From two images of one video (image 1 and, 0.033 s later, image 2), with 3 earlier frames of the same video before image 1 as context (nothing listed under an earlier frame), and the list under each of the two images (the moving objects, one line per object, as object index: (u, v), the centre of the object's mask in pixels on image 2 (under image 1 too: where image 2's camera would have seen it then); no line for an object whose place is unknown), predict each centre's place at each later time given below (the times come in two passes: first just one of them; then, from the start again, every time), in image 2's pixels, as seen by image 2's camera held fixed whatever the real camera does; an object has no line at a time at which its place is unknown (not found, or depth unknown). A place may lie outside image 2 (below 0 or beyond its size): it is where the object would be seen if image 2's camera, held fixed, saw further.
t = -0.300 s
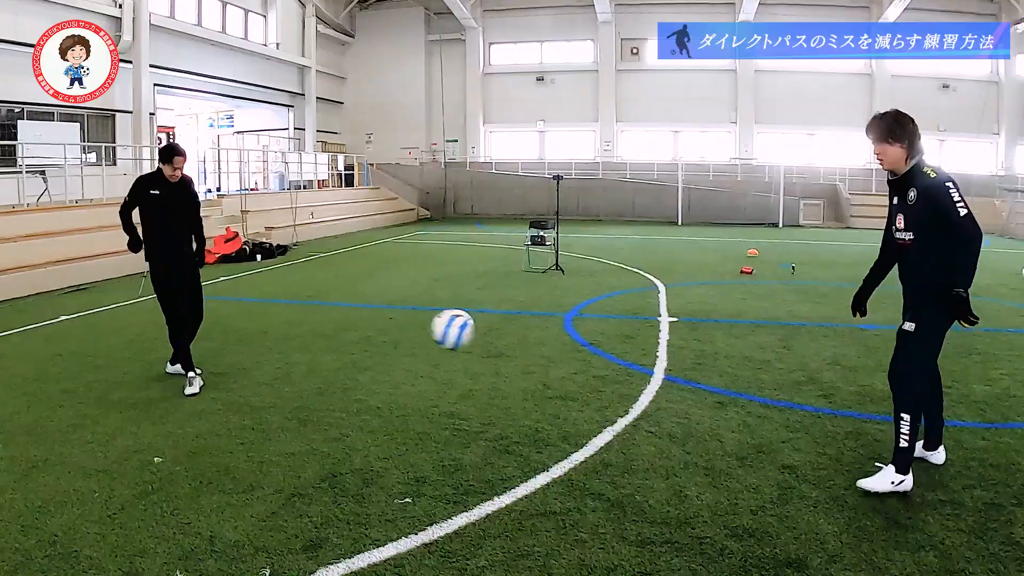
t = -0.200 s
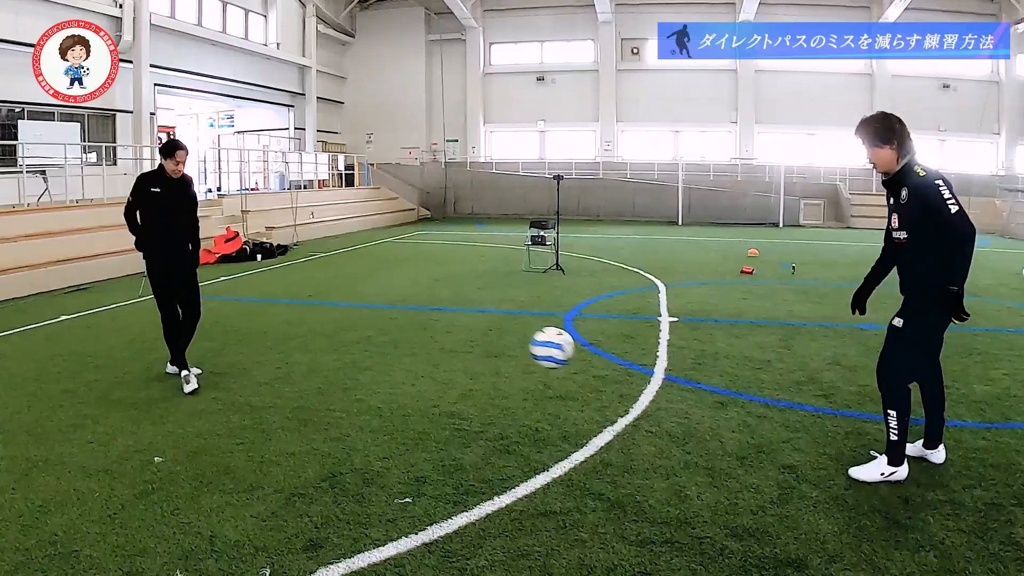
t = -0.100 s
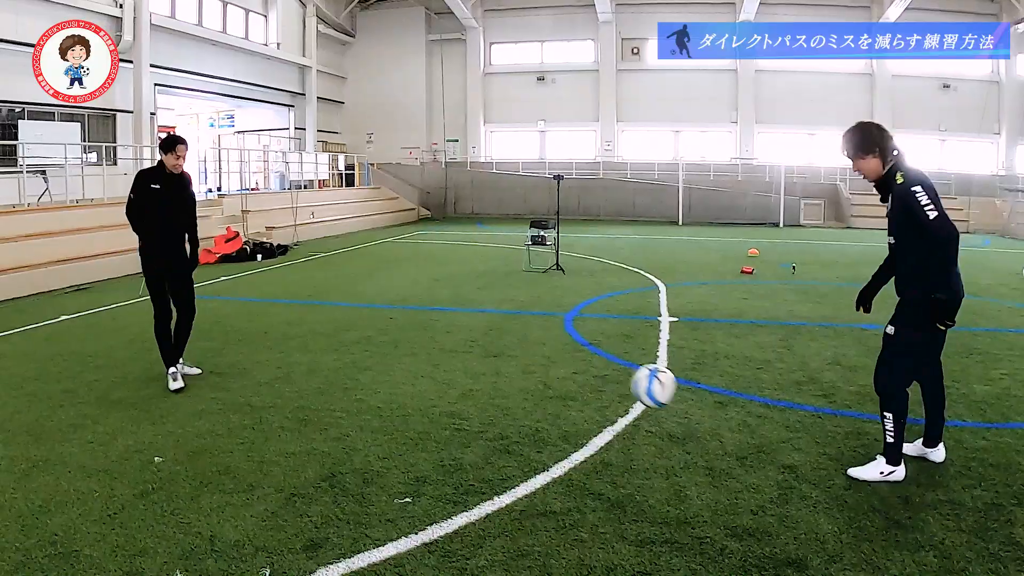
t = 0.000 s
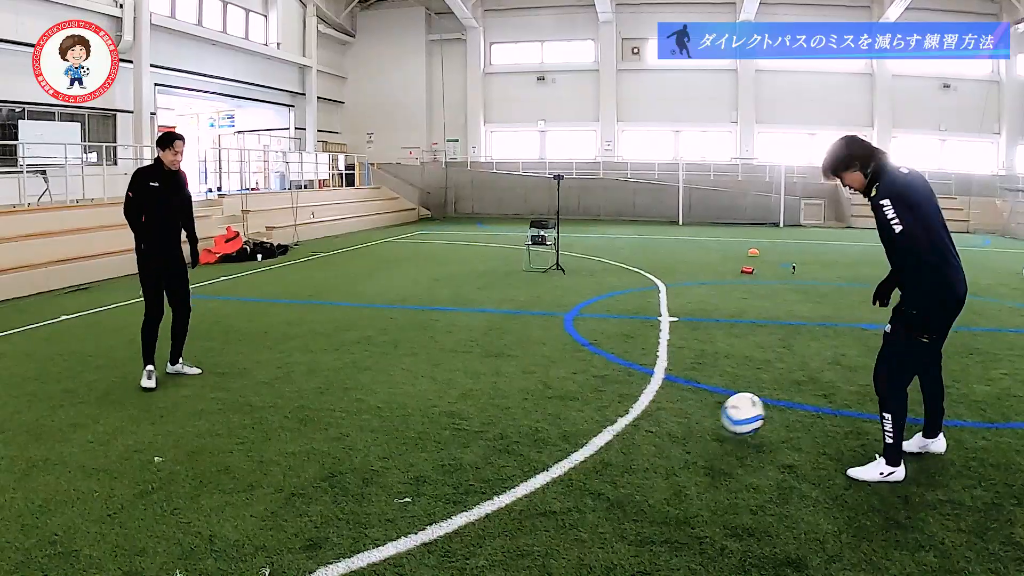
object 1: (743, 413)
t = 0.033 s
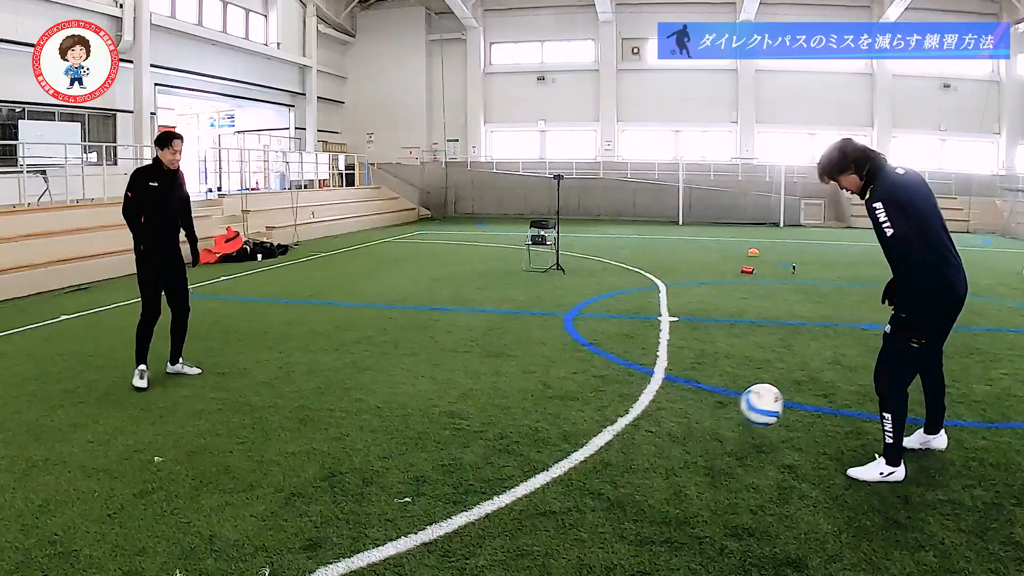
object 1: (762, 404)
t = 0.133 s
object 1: (816, 389)
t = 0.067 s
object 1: (780, 397)
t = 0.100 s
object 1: (798, 392)
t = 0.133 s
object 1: (816, 389)
